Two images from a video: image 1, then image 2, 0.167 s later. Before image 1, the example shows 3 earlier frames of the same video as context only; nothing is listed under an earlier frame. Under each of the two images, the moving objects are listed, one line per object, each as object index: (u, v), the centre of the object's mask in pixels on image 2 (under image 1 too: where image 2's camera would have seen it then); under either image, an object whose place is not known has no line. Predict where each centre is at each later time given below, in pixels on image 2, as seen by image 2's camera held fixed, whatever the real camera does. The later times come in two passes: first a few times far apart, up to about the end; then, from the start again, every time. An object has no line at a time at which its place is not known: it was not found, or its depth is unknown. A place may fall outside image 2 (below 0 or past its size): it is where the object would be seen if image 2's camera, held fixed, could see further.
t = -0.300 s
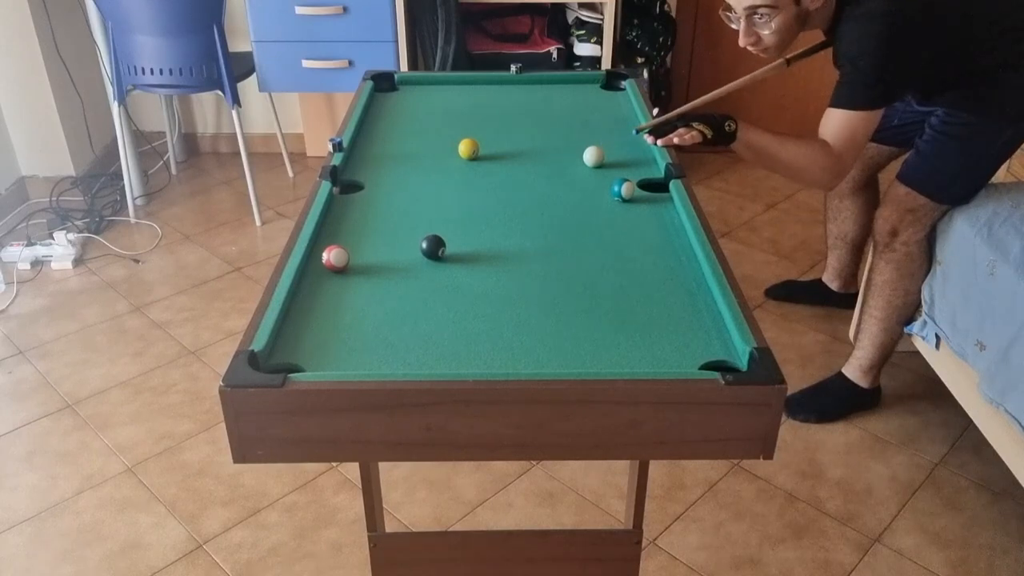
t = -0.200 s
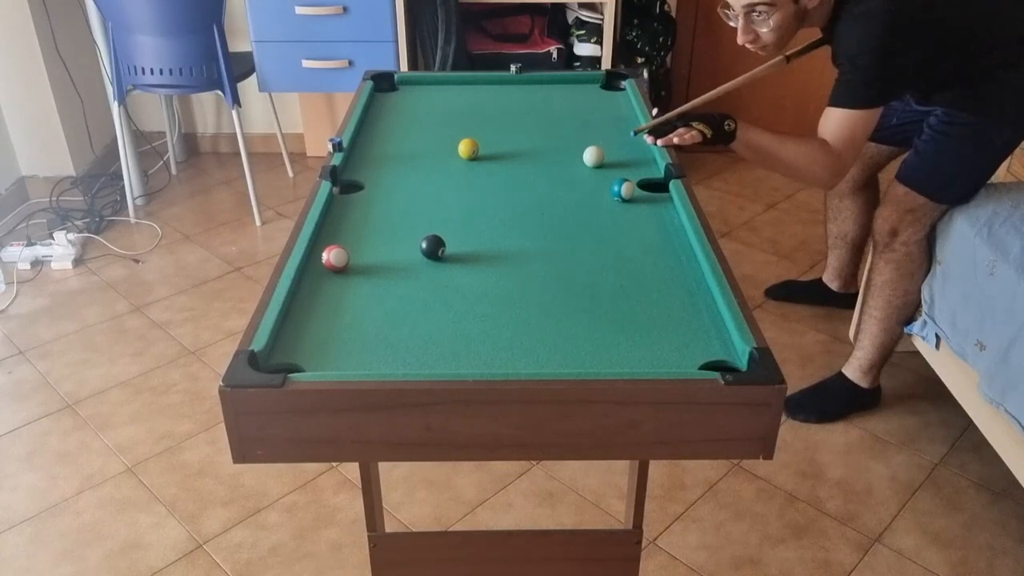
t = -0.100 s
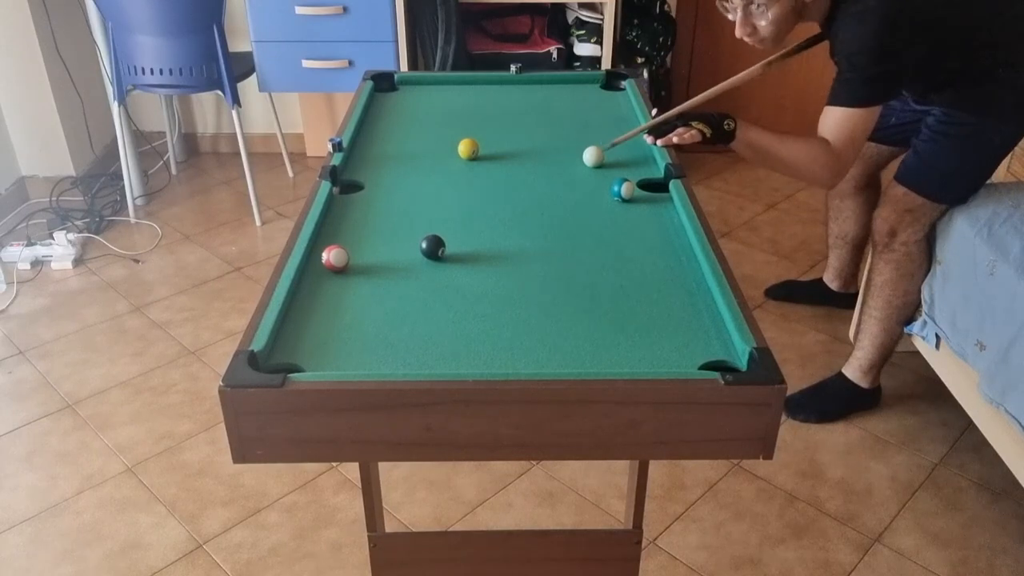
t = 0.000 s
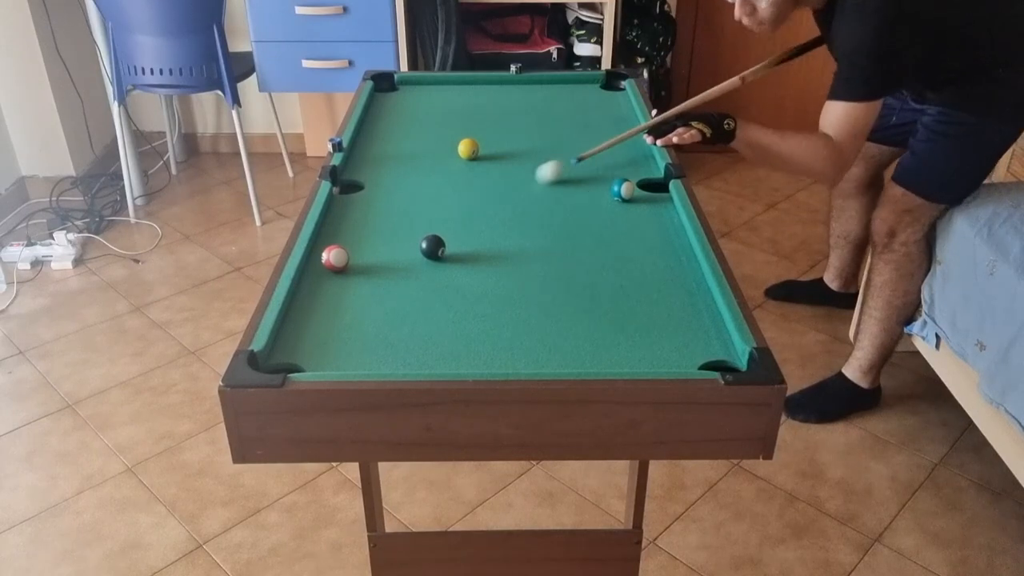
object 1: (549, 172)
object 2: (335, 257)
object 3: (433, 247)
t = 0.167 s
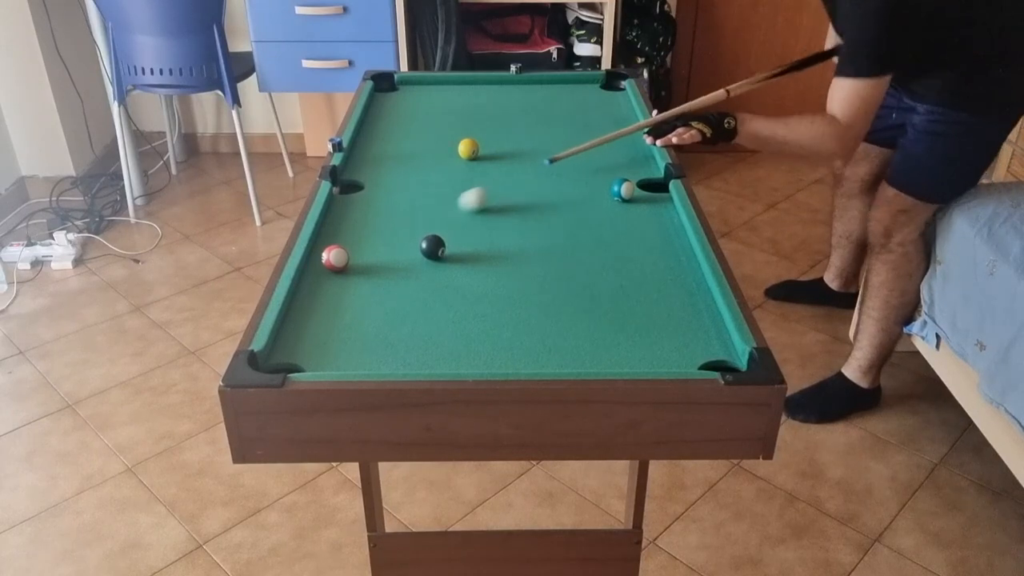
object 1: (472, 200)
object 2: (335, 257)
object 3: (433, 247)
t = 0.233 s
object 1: (439, 212)
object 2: (335, 257)
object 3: (433, 247)
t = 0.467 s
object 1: (326, 244)
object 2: (319, 271)
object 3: (433, 247)
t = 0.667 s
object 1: (354, 244)
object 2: (305, 305)
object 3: (432, 247)
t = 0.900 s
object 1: (389, 244)
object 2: (304, 345)
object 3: (433, 247)
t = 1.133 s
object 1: (409, 244)
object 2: (299, 356)
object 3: (440, 247)
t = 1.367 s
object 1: (413, 243)
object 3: (453, 248)
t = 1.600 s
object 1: (413, 243)
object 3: (461, 249)
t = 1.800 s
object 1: (413, 243)
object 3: (464, 248)
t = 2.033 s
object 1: (413, 243)
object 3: (466, 248)
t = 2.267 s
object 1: (413, 243)
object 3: (466, 249)
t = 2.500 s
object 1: (413, 243)
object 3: (466, 249)
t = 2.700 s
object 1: (413, 243)
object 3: (466, 249)
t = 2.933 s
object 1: (413, 243)
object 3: (466, 249)
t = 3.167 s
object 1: (413, 243)
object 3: (466, 249)
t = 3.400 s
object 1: (413, 243)
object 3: (466, 249)
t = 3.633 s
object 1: (413, 243)
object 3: (466, 249)
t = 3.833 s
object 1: (413, 243)
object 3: (466, 249)
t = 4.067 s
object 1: (413, 243)
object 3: (466, 248)
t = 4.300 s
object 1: (413, 243)
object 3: (466, 249)
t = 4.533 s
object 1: (413, 243)
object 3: (466, 249)
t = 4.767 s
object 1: (413, 243)
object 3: (466, 249)
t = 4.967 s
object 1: (413, 243)
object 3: (466, 249)
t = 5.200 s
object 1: (413, 243)
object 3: (466, 249)
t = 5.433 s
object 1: (413, 243)
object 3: (466, 249)
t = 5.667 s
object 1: (413, 243)
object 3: (466, 249)
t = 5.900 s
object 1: (413, 243)
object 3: (466, 249)
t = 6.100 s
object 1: (413, 243)
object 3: (466, 249)
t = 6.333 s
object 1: (413, 243)
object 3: (466, 249)
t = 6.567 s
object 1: (413, 243)
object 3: (466, 249)
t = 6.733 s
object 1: (413, 243)
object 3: (466, 249)
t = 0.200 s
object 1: (457, 206)
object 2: (335, 258)
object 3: (433, 247)
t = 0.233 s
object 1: (439, 212)
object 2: (335, 257)
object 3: (433, 247)
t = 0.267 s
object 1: (422, 217)
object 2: (335, 257)
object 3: (433, 247)
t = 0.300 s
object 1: (405, 224)
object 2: (335, 258)
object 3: (433, 247)
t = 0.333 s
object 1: (387, 231)
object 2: (335, 258)
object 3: (433, 247)
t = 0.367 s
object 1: (368, 237)
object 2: (335, 258)
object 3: (433, 247)
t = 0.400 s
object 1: (350, 241)
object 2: (335, 258)
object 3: (433, 247)
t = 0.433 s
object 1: (338, 243)
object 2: (327, 264)
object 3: (433, 247)
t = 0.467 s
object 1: (326, 244)
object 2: (319, 271)
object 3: (433, 247)
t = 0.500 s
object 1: (323, 244)
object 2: (312, 278)
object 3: (433, 247)
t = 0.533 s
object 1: (331, 244)
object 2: (306, 283)
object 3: (432, 247)
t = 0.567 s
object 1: (338, 245)
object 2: (305, 289)
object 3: (432, 247)
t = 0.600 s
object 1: (344, 245)
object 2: (305, 294)
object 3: (432, 247)
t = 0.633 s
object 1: (349, 245)
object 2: (305, 300)
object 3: (432, 247)
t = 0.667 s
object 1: (354, 244)
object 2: (305, 305)
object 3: (432, 247)
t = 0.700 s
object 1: (359, 244)
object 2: (305, 311)
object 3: (432, 247)
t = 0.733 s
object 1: (364, 244)
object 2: (305, 317)
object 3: (433, 247)
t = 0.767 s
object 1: (369, 244)
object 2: (304, 322)
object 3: (433, 247)
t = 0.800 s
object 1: (375, 244)
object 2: (304, 328)
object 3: (433, 247)
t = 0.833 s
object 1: (379, 244)
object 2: (304, 333)
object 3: (433, 247)
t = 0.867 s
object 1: (384, 244)
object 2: (304, 339)
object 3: (433, 247)
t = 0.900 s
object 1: (389, 244)
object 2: (304, 345)
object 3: (433, 247)
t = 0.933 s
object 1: (393, 244)
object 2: (304, 351)
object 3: (433, 247)
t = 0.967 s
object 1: (398, 244)
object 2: (303, 356)
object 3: (433, 247)
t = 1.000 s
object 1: (402, 244)
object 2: (302, 360)
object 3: (433, 247)
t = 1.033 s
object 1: (406, 244)
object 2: (302, 361)
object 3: (433, 247)
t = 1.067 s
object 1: (407, 244)
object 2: (302, 359)
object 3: (436, 247)
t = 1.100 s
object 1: (408, 244)
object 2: (301, 357)
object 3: (438, 247)
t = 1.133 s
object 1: (409, 244)
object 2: (299, 356)
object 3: (440, 247)
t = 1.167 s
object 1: (410, 244)
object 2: (295, 355)
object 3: (442, 247)
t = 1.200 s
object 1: (411, 244)
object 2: (289, 354)
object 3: (444, 247)
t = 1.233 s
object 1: (412, 244)
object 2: (283, 356)
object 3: (446, 248)
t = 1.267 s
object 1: (412, 244)
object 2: (276, 360)
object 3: (448, 248)
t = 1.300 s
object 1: (413, 243)
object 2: (275, 366)
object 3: (449, 248)
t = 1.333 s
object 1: (413, 243)
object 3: (451, 248)
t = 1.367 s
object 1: (413, 243)
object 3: (453, 248)
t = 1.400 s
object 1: (413, 243)
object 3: (454, 248)
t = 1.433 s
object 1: (413, 243)
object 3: (455, 248)
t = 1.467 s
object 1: (413, 243)
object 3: (457, 248)
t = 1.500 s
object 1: (413, 243)
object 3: (458, 248)
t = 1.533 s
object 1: (413, 243)
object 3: (459, 249)
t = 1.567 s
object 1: (413, 243)
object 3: (460, 249)
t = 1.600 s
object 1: (413, 243)
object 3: (461, 249)
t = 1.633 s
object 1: (413, 243)
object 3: (462, 248)
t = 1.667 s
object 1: (413, 243)
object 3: (462, 248)
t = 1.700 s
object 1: (413, 243)
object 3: (463, 248)
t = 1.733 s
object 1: (413, 243)
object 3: (464, 248)
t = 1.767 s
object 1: (413, 243)
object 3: (464, 248)
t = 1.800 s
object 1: (413, 243)
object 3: (464, 248)
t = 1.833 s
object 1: (413, 243)
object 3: (465, 248)
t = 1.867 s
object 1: (413, 243)
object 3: (465, 248)
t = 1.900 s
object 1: (413, 243)
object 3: (465, 248)
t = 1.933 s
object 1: (413, 243)
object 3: (465, 248)
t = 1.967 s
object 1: (413, 243)
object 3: (465, 248)
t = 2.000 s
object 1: (413, 243)
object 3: (465, 248)
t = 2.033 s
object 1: (413, 243)
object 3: (466, 248)
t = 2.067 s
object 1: (413, 243)
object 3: (466, 248)
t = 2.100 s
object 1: (413, 243)
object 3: (466, 248)
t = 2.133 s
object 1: (413, 243)
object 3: (466, 248)
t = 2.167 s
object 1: (413, 243)
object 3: (466, 249)
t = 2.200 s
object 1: (413, 243)
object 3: (466, 249)
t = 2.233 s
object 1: (413, 243)
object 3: (466, 249)
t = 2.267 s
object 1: (413, 243)
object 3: (466, 249)
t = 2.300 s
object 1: (413, 243)
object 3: (466, 248)
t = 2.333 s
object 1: (413, 243)
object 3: (466, 249)
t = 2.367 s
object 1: (413, 243)
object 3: (466, 249)
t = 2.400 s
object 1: (413, 243)
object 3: (466, 249)
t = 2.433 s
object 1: (413, 243)
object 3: (466, 248)
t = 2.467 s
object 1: (413, 243)
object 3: (466, 249)
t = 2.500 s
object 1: (413, 243)
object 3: (466, 249)
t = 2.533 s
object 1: (413, 243)
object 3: (466, 249)
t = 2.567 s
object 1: (413, 243)
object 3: (466, 249)
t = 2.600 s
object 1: (413, 243)
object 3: (466, 249)
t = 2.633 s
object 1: (413, 243)
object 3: (466, 249)
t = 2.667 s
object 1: (413, 243)
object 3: (466, 249)
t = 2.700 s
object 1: (413, 243)
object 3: (466, 249)
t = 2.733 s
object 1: (413, 243)
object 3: (466, 249)
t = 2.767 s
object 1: (413, 243)
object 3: (466, 249)
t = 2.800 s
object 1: (413, 243)
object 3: (466, 249)
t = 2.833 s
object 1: (413, 243)
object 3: (466, 249)
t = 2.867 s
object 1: (413, 243)
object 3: (466, 249)
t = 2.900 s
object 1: (413, 243)
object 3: (466, 249)
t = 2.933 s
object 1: (413, 243)
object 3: (466, 249)
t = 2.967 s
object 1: (413, 243)
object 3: (466, 249)
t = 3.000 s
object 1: (413, 243)
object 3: (466, 249)
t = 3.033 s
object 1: (413, 243)
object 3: (466, 249)
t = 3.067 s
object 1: (413, 243)
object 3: (466, 249)
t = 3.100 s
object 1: (413, 243)
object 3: (466, 249)
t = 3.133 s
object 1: (413, 243)
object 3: (466, 249)
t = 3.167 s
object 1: (413, 243)
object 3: (466, 249)
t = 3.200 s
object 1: (413, 243)
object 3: (466, 249)
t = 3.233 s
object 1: (413, 243)
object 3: (466, 249)
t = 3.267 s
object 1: (413, 243)
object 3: (466, 249)
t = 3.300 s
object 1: (413, 243)
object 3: (466, 249)
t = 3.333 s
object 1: (413, 243)
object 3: (466, 249)
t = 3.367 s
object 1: (413, 243)
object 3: (466, 249)
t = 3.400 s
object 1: (413, 243)
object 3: (466, 249)
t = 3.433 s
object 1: (413, 243)
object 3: (466, 249)
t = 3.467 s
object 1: (413, 243)
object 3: (466, 249)
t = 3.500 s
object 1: (413, 243)
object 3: (466, 249)
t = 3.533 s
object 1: (413, 243)
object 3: (466, 249)
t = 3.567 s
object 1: (413, 243)
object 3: (466, 249)
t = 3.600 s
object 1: (413, 243)
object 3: (466, 249)
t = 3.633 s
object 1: (413, 243)
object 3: (466, 249)
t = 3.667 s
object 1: (413, 243)
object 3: (466, 249)
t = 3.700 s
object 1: (413, 243)
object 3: (466, 249)
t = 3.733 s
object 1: (413, 243)
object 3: (466, 249)
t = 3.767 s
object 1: (413, 243)
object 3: (466, 249)
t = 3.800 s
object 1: (413, 243)
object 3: (466, 249)
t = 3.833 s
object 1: (413, 243)
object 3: (466, 249)
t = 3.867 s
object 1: (413, 243)
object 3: (466, 249)
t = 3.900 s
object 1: (413, 243)
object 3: (466, 249)
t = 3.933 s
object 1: (413, 243)
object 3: (466, 249)
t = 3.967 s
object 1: (413, 243)
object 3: (466, 249)
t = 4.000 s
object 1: (413, 243)
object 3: (466, 248)
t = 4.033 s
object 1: (413, 243)
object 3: (466, 249)
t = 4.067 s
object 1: (413, 243)
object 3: (466, 248)
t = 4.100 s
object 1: (413, 243)
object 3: (466, 248)
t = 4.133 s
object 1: (413, 243)
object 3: (466, 249)
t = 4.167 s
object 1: (413, 243)
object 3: (466, 248)
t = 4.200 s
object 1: (413, 243)
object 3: (466, 249)
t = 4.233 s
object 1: (413, 243)
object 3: (466, 249)
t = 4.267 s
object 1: (413, 243)
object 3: (466, 249)
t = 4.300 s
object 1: (413, 243)
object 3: (466, 249)
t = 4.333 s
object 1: (413, 243)
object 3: (466, 249)
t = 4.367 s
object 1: (413, 243)
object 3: (466, 249)
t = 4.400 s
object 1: (413, 243)
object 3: (466, 249)
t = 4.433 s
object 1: (413, 243)
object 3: (466, 249)
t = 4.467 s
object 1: (413, 243)
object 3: (466, 249)
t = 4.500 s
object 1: (413, 243)
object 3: (466, 249)
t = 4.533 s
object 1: (413, 243)
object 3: (466, 249)
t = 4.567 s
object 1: (413, 243)
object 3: (466, 249)
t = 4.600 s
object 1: (413, 243)
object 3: (466, 249)
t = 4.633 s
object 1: (413, 243)
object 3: (466, 249)
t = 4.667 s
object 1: (413, 243)
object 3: (466, 249)
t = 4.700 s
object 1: (413, 243)
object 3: (466, 249)
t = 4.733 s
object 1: (413, 243)
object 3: (466, 249)
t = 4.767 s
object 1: (413, 243)
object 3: (466, 249)
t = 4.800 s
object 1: (413, 243)
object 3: (466, 249)
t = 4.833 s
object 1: (413, 243)
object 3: (466, 249)
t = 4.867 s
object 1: (413, 243)
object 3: (466, 249)
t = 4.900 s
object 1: (413, 243)
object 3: (466, 249)
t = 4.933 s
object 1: (413, 243)
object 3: (466, 249)
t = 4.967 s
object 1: (413, 243)
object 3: (466, 249)
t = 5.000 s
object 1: (413, 243)
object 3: (466, 249)
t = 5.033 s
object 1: (413, 243)
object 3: (466, 249)
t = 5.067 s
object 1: (413, 243)
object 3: (466, 249)
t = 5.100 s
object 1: (413, 243)
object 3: (466, 249)
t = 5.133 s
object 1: (413, 243)
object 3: (466, 249)
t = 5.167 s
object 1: (413, 243)
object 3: (466, 249)
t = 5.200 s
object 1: (413, 243)
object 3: (466, 249)
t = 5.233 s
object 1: (413, 243)
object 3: (466, 249)
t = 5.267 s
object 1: (413, 243)
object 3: (466, 249)
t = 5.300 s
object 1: (413, 243)
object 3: (466, 249)
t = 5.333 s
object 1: (413, 243)
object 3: (466, 249)
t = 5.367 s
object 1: (413, 243)
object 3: (466, 249)
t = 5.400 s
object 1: (413, 243)
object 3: (466, 249)
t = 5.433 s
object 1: (413, 243)
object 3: (466, 249)
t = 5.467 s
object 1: (413, 243)
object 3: (466, 249)
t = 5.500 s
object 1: (413, 243)
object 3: (466, 249)
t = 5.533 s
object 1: (413, 243)
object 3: (466, 249)
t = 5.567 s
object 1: (413, 243)
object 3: (466, 249)
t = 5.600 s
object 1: (413, 243)
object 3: (466, 249)
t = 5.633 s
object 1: (413, 243)
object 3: (466, 249)
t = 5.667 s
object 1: (413, 243)
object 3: (466, 249)
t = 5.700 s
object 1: (413, 243)
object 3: (466, 249)
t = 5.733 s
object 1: (413, 243)
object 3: (466, 249)
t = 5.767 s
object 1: (413, 243)
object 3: (466, 249)
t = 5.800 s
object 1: (413, 243)
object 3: (466, 249)
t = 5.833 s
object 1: (413, 243)
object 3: (466, 249)
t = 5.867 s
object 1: (413, 243)
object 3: (466, 249)
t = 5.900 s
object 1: (413, 243)
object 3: (466, 249)
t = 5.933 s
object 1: (413, 243)
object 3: (466, 249)
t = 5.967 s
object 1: (413, 243)
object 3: (466, 249)
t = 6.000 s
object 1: (413, 243)
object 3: (466, 249)
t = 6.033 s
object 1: (413, 243)
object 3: (466, 249)
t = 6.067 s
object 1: (413, 243)
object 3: (466, 249)
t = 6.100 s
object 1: (413, 243)
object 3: (466, 249)
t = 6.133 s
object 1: (413, 243)
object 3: (466, 249)
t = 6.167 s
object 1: (413, 243)
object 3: (466, 249)
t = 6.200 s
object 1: (413, 243)
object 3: (466, 249)
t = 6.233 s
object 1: (413, 243)
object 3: (466, 249)
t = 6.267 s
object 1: (413, 243)
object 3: (466, 249)
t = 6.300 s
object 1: (413, 243)
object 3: (466, 249)
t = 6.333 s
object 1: (413, 243)
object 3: (466, 249)
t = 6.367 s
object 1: (413, 243)
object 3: (466, 249)
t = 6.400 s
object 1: (413, 243)
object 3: (466, 249)
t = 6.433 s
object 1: (413, 243)
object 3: (466, 249)
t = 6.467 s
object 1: (413, 243)
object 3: (466, 249)
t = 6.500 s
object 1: (413, 243)
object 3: (466, 249)
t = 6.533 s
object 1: (413, 243)
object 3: (466, 249)
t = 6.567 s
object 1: (413, 243)
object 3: (466, 249)
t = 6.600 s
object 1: (413, 243)
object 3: (466, 249)
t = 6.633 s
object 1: (413, 243)
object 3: (466, 249)
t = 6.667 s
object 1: (413, 243)
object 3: (466, 249)
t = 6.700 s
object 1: (413, 243)
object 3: (466, 249)
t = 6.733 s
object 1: (413, 243)
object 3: (466, 249)
